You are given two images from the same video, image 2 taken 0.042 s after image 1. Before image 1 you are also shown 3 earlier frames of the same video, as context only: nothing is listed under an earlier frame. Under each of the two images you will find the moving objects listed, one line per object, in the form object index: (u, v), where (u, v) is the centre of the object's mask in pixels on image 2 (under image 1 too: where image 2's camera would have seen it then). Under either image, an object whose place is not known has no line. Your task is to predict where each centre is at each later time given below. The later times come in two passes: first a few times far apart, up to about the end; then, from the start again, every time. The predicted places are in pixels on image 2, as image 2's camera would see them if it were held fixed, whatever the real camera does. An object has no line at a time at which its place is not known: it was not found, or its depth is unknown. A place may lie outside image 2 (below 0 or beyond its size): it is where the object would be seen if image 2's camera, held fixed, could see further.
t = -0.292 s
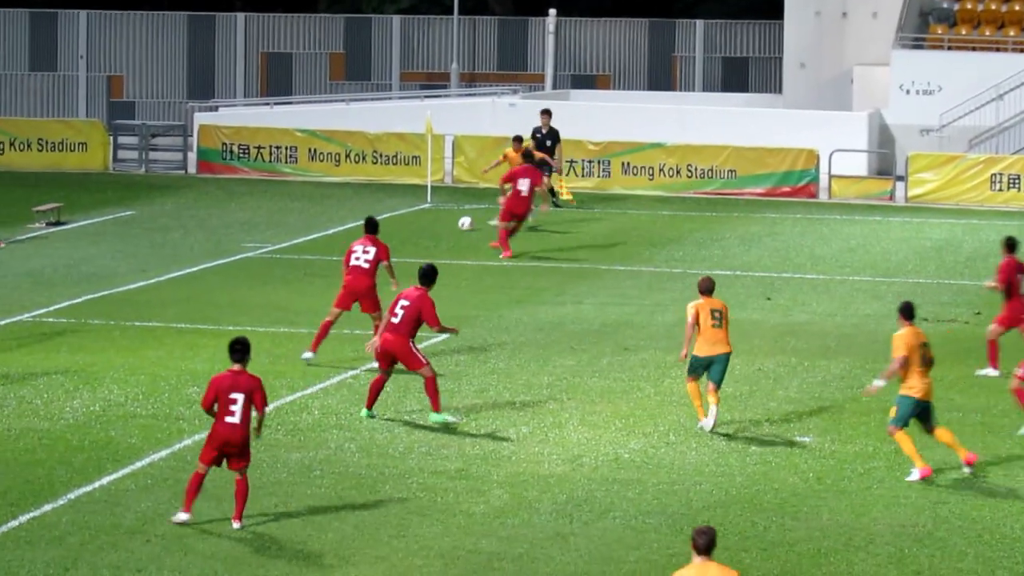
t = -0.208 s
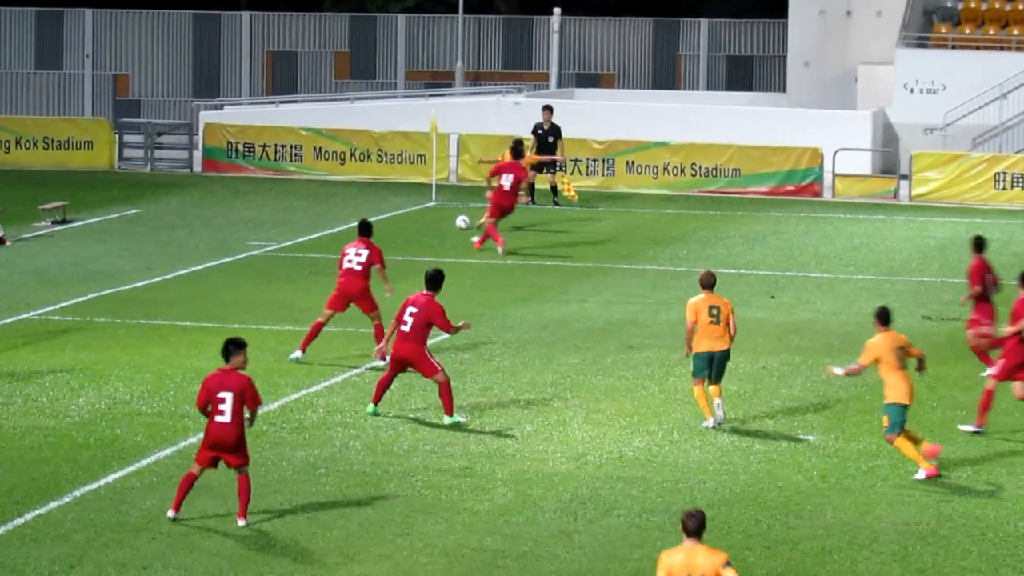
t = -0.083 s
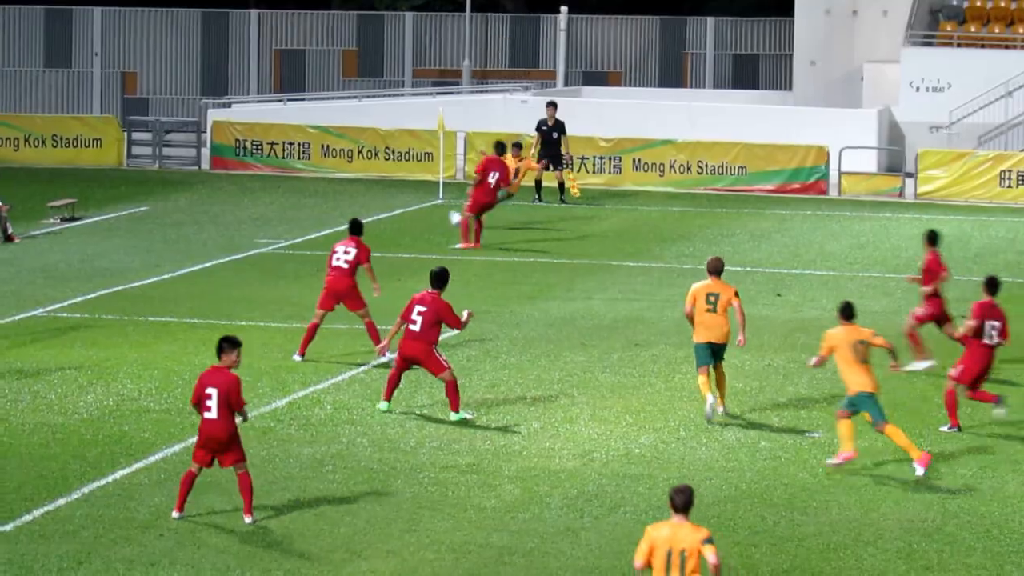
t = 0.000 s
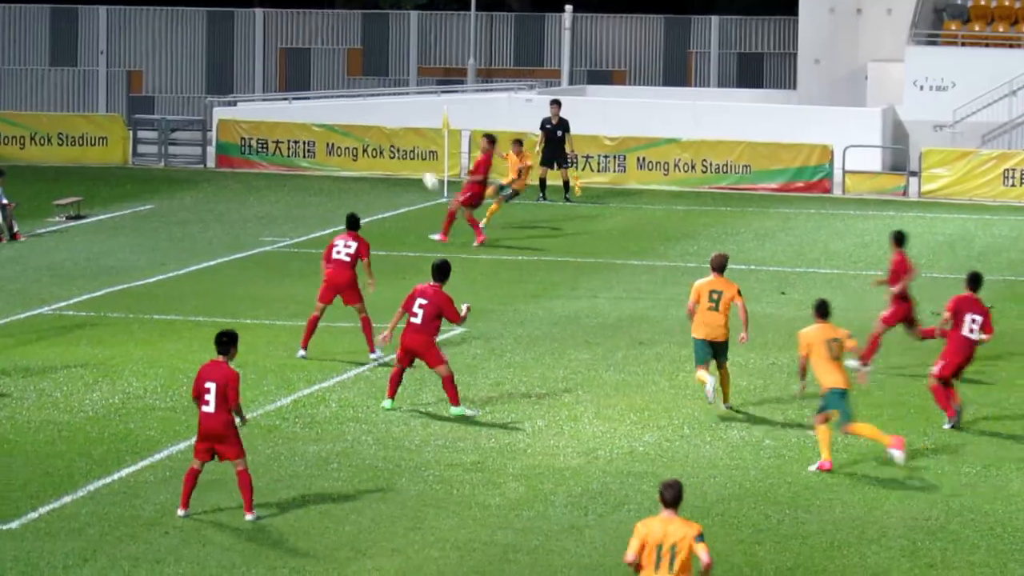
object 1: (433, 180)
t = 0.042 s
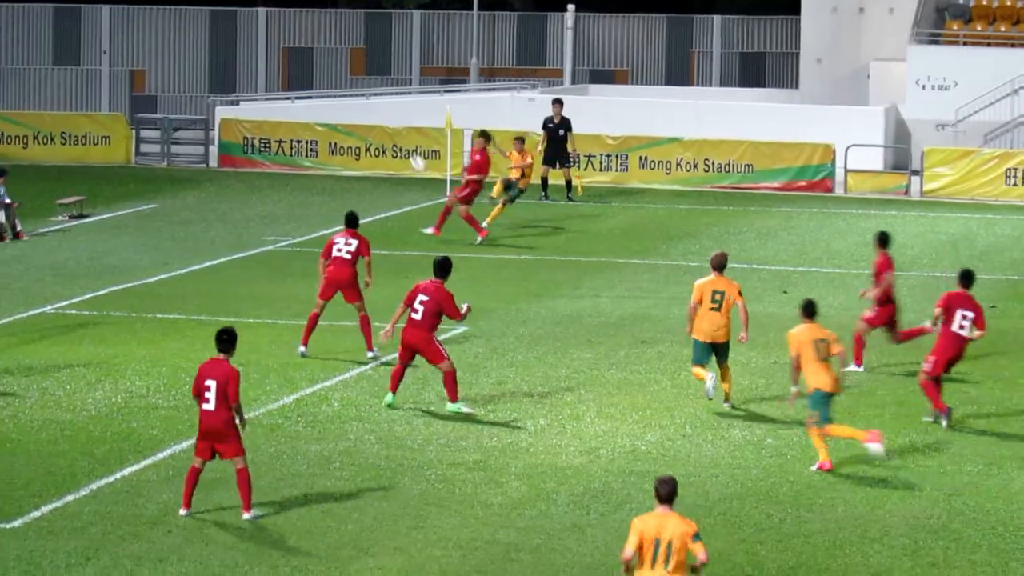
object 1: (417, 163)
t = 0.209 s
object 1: (362, 107)
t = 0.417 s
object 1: (301, 62)
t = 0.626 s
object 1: (251, 49)
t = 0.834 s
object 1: (211, 71)
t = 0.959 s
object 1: (187, 107)
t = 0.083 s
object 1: (403, 147)
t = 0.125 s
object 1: (389, 133)
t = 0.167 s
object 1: (375, 118)
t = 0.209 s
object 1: (362, 107)
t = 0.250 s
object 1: (349, 95)
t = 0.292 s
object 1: (335, 84)
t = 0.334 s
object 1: (324, 76)
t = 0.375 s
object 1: (311, 68)
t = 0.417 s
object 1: (301, 62)
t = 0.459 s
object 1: (289, 57)
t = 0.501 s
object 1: (279, 54)
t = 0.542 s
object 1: (268, 51)
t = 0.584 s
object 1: (259, 49)
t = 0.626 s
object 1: (251, 49)
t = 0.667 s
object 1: (242, 51)
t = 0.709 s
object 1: (234, 53)
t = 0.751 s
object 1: (227, 56)
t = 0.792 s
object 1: (219, 62)
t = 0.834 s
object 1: (211, 71)
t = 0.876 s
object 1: (203, 81)
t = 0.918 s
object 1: (195, 94)
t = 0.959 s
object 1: (187, 107)
